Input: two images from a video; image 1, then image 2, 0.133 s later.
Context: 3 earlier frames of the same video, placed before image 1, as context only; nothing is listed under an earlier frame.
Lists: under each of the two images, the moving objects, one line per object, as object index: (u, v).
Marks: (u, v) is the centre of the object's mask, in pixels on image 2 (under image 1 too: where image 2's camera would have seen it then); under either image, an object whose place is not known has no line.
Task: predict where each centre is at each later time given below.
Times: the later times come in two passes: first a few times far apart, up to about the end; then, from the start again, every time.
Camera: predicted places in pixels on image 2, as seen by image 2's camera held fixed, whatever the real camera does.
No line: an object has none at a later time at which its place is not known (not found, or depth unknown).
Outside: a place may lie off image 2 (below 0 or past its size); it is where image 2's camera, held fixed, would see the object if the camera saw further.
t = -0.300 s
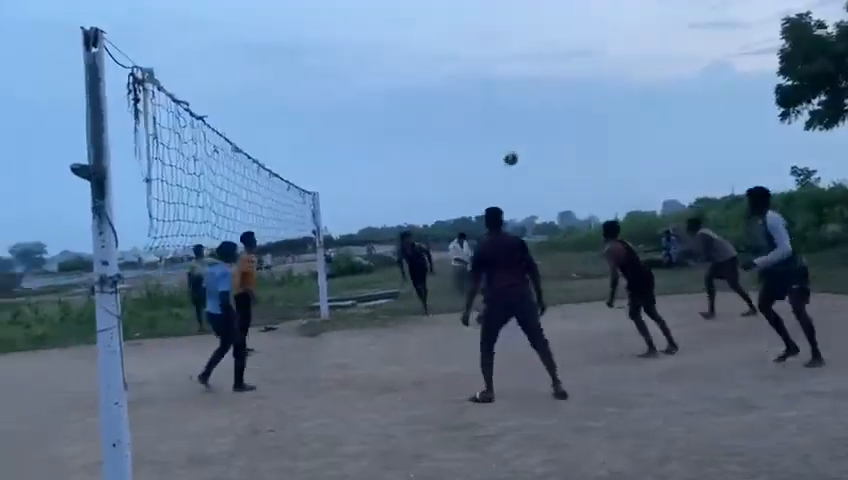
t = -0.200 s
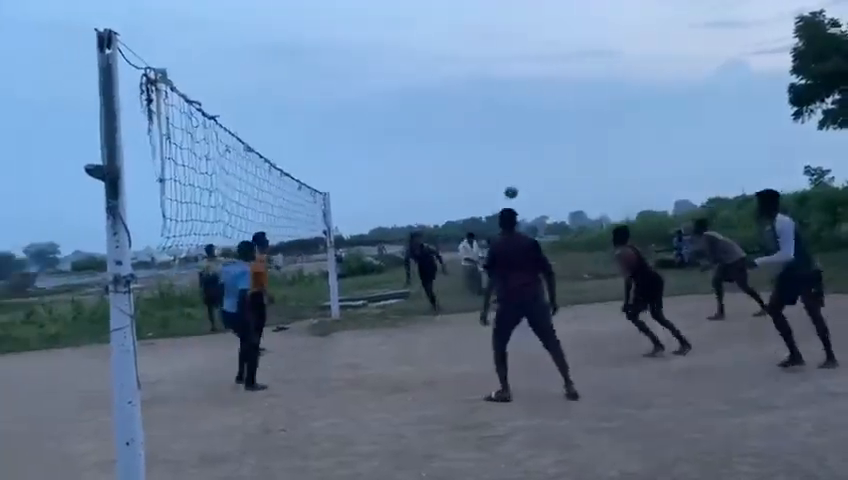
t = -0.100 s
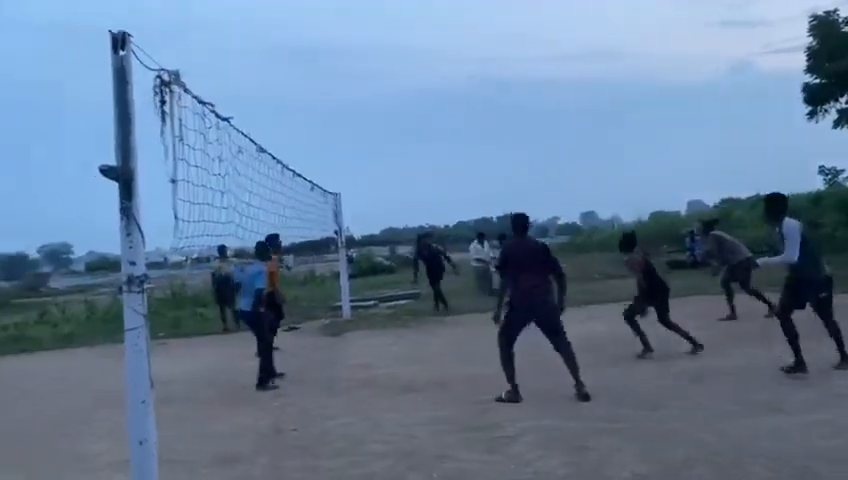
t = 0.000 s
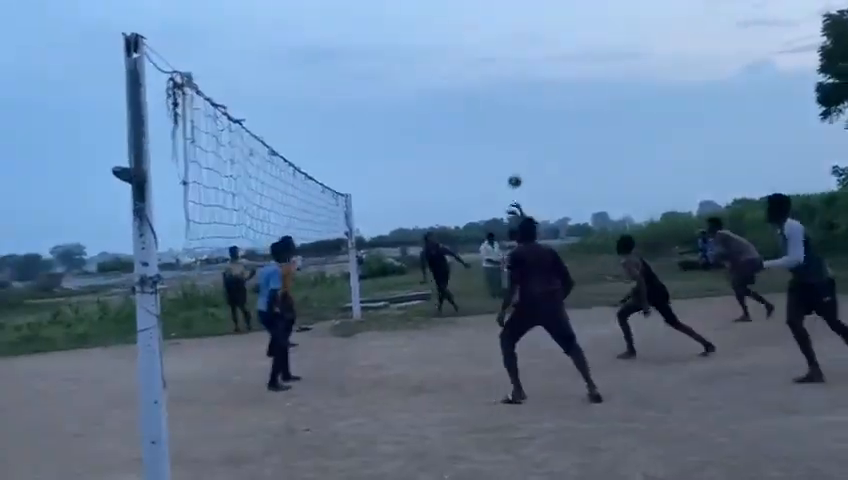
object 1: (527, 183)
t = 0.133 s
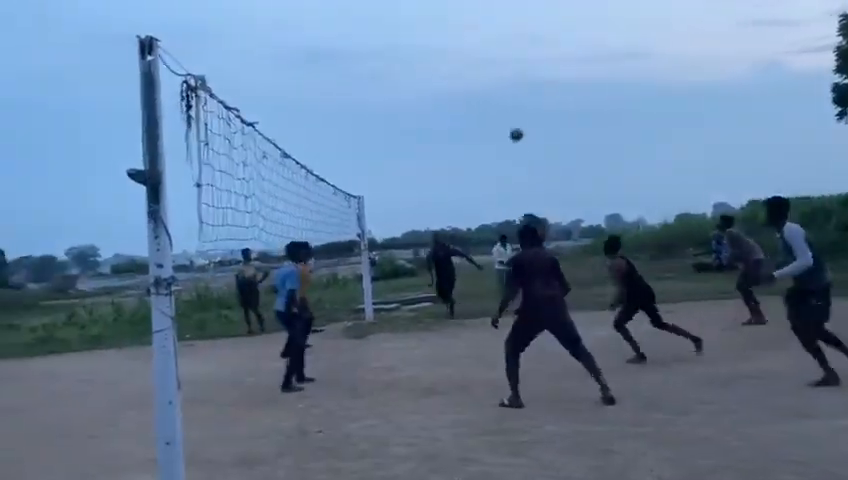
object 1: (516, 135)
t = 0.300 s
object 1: (502, 90)
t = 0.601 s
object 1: (483, 56)
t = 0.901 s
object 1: (468, 77)
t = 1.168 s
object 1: (457, 140)
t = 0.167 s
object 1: (513, 124)
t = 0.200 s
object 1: (510, 115)
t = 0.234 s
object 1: (508, 105)
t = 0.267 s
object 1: (505, 97)
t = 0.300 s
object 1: (502, 90)
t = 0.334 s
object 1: (500, 84)
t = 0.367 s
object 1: (498, 78)
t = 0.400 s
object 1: (495, 73)
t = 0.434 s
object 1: (493, 68)
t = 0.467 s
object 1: (491, 65)
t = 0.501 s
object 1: (489, 62)
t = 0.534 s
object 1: (487, 59)
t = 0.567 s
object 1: (485, 57)
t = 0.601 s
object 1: (483, 56)
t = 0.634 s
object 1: (481, 56)
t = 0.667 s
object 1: (479, 56)
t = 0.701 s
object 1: (478, 57)
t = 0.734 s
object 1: (476, 59)
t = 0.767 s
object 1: (474, 61)
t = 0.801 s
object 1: (472, 64)
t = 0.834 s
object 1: (470, 68)
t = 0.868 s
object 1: (469, 72)
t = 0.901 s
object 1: (468, 77)
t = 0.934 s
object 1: (466, 83)
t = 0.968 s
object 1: (464, 89)
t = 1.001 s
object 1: (463, 96)
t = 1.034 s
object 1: (462, 104)
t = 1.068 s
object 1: (460, 112)
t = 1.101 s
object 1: (459, 121)
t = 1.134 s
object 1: (458, 130)
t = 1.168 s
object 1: (457, 140)
